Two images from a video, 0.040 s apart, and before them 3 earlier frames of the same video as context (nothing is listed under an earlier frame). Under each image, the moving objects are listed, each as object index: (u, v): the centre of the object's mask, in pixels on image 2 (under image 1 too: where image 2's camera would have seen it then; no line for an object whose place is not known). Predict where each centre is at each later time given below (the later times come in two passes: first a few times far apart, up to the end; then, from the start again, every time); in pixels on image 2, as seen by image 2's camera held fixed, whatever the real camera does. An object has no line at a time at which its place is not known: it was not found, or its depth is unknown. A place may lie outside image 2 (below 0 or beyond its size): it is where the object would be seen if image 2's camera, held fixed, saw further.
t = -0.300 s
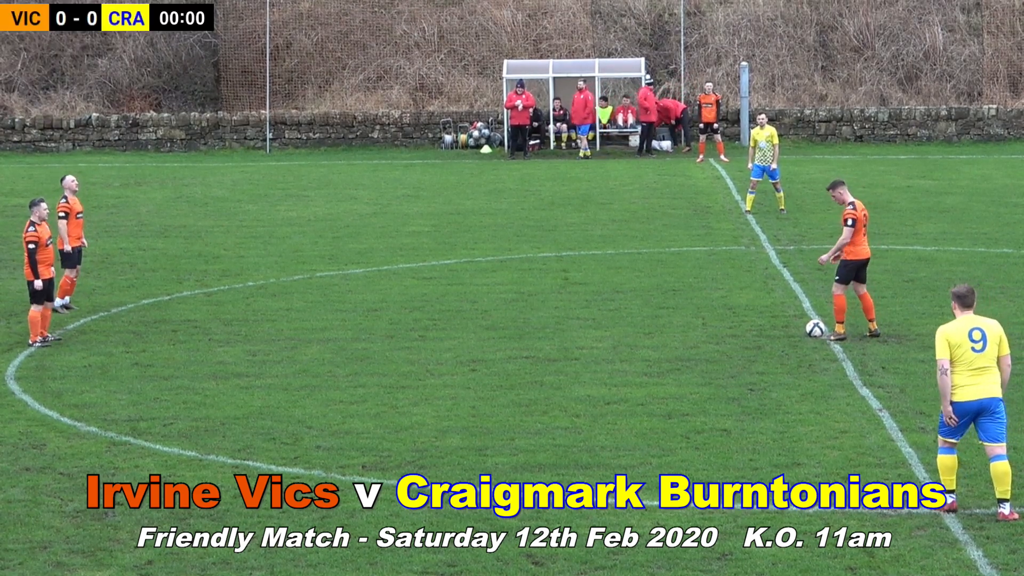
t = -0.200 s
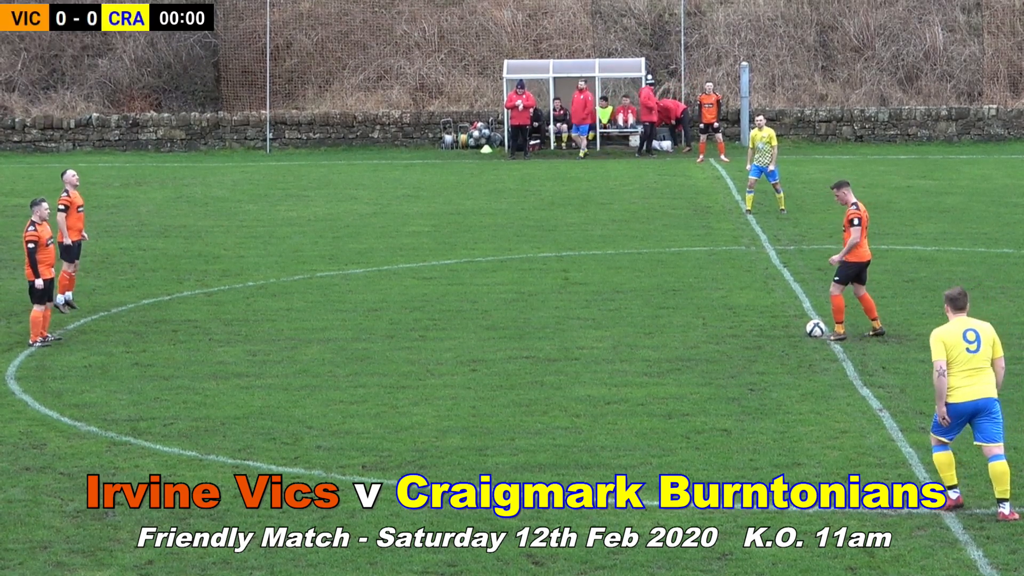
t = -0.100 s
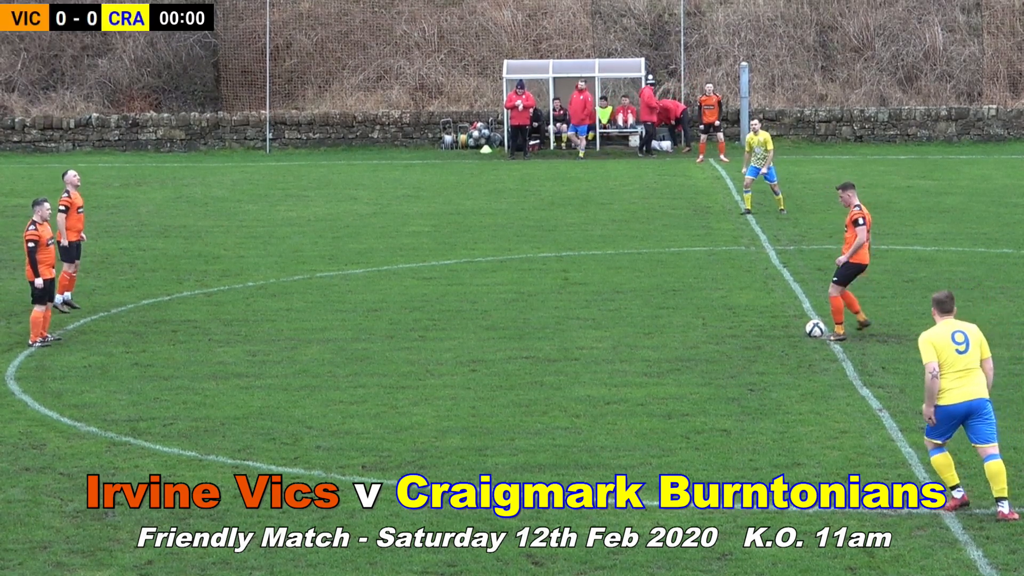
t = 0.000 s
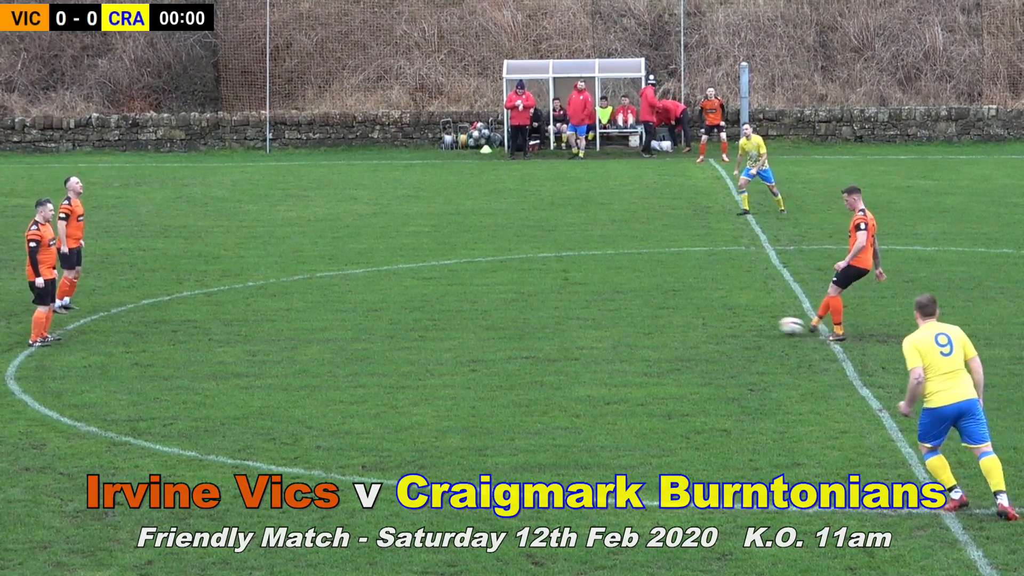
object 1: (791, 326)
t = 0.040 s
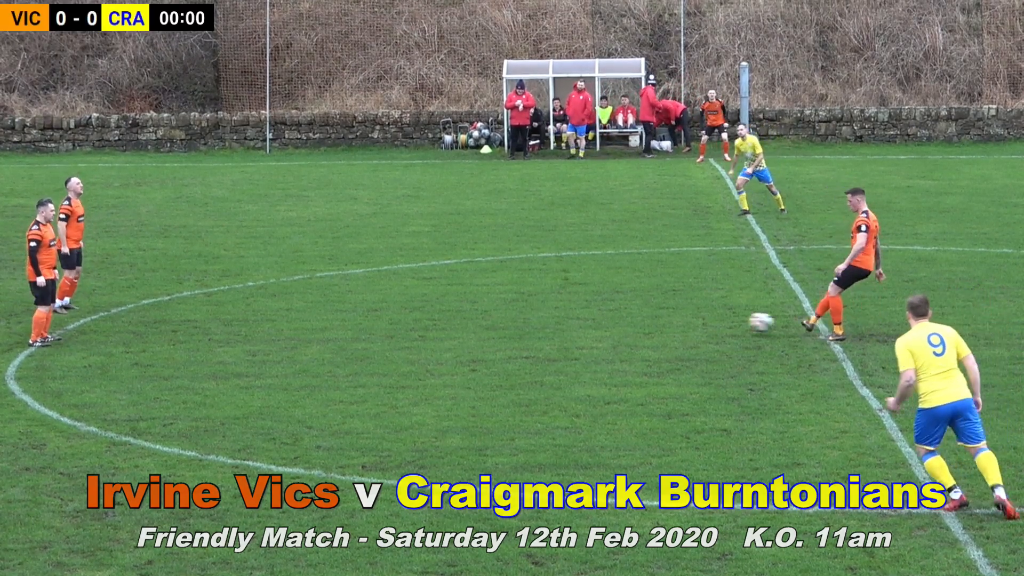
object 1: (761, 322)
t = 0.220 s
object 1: (625, 321)
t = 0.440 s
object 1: (472, 324)
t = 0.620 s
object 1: (361, 327)
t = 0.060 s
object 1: (746, 321)
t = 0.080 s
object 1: (731, 319)
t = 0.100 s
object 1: (715, 318)
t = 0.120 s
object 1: (700, 318)
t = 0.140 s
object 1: (685, 318)
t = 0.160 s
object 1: (670, 319)
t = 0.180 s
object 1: (655, 319)
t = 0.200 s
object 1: (640, 320)
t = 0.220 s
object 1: (625, 321)
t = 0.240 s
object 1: (609, 322)
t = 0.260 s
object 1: (594, 324)
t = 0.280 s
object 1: (578, 326)
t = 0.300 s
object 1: (563, 328)
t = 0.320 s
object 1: (549, 328)
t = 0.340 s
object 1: (537, 327)
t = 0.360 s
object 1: (524, 326)
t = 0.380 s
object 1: (511, 325)
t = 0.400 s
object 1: (498, 325)
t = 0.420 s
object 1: (485, 324)
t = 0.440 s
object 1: (472, 324)
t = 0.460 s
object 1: (459, 325)
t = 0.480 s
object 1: (446, 326)
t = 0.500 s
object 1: (433, 327)
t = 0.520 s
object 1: (419, 328)
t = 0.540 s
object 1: (407, 329)
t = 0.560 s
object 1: (395, 329)
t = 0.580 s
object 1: (384, 328)
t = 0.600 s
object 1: (373, 328)
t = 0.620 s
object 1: (361, 327)
